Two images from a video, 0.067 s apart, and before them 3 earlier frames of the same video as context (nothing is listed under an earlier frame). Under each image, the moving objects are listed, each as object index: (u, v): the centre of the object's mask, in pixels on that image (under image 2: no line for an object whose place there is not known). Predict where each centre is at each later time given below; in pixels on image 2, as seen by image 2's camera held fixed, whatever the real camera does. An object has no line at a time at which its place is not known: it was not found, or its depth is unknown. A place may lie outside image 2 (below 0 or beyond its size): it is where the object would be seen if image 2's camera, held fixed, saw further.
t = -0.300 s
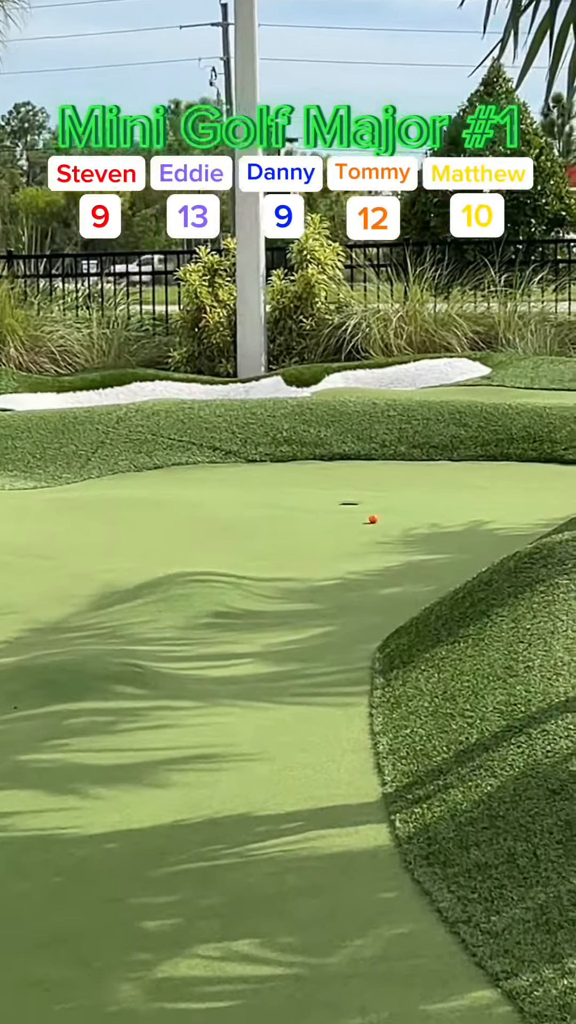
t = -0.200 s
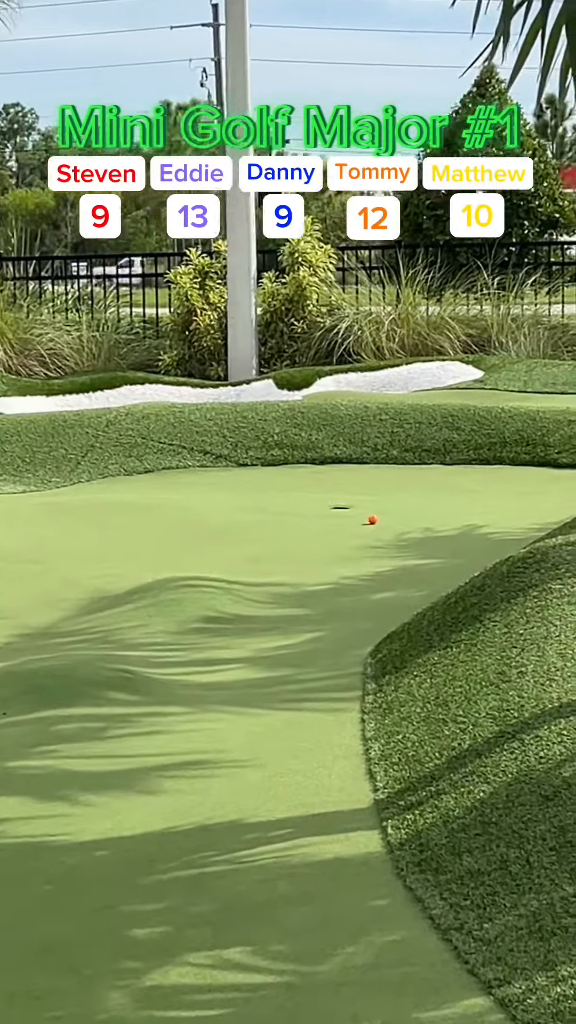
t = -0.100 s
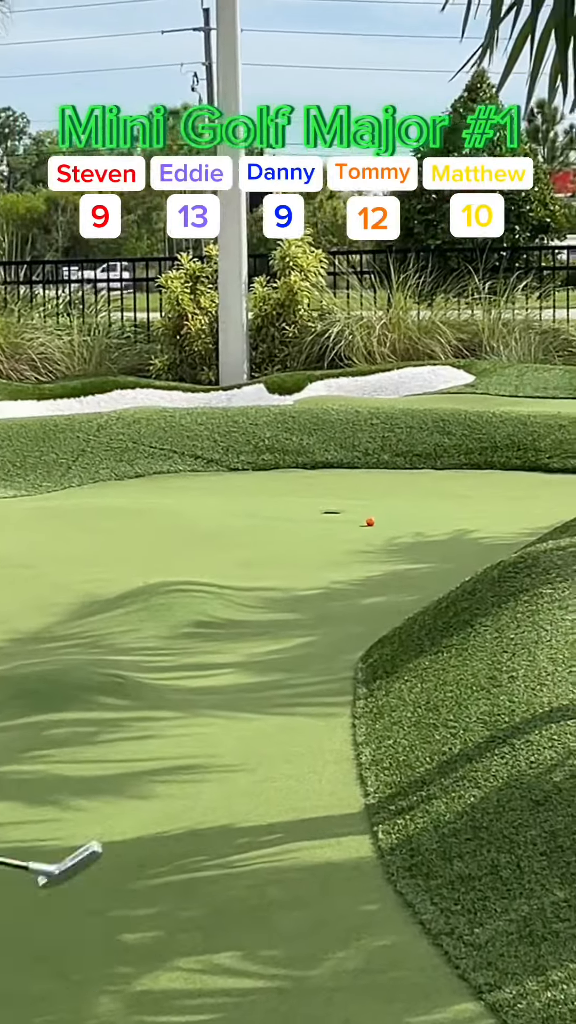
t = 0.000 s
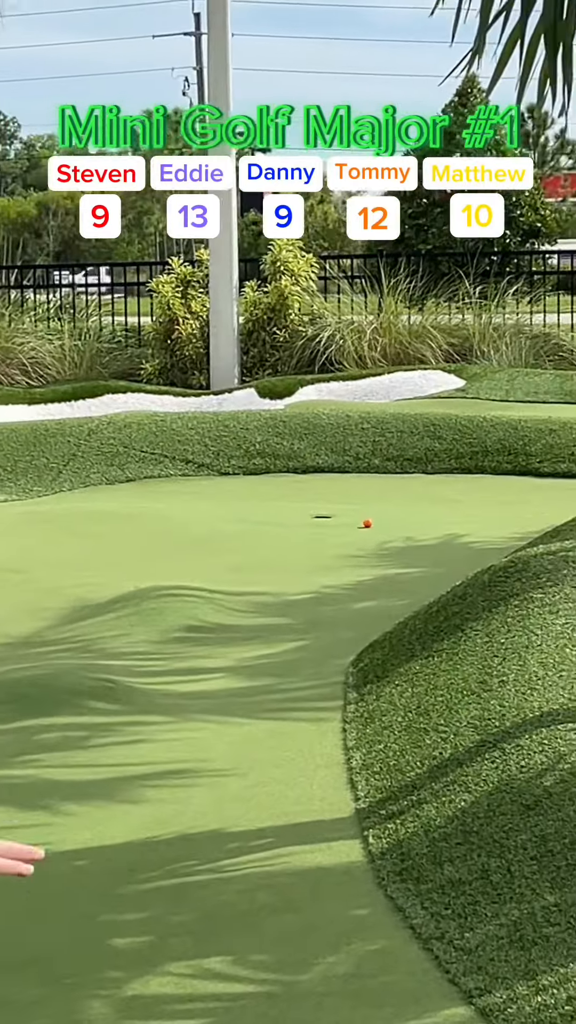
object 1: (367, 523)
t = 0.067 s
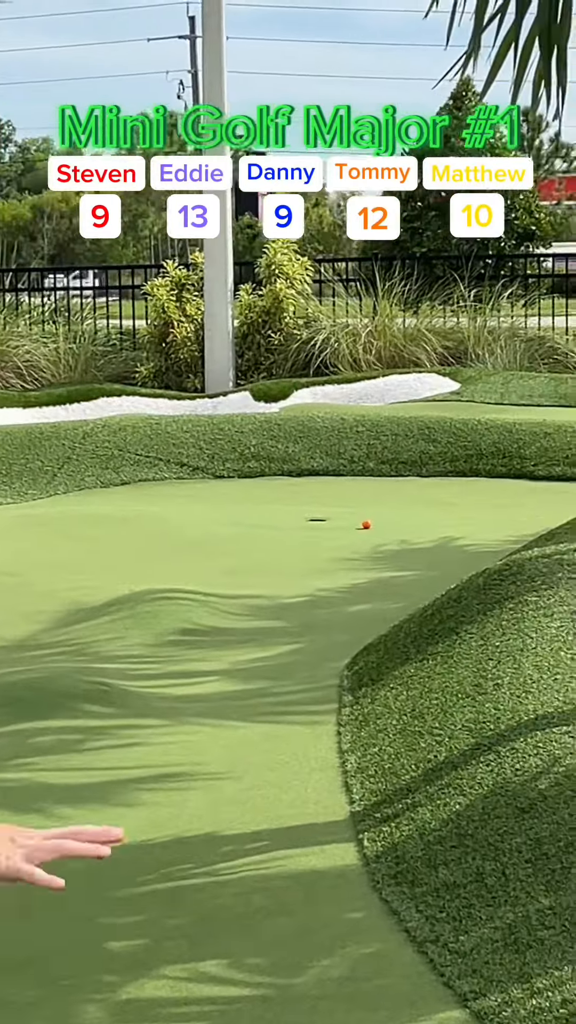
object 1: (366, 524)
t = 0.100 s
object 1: (368, 524)
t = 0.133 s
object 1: (369, 524)
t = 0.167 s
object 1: (371, 524)
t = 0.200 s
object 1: (373, 528)
